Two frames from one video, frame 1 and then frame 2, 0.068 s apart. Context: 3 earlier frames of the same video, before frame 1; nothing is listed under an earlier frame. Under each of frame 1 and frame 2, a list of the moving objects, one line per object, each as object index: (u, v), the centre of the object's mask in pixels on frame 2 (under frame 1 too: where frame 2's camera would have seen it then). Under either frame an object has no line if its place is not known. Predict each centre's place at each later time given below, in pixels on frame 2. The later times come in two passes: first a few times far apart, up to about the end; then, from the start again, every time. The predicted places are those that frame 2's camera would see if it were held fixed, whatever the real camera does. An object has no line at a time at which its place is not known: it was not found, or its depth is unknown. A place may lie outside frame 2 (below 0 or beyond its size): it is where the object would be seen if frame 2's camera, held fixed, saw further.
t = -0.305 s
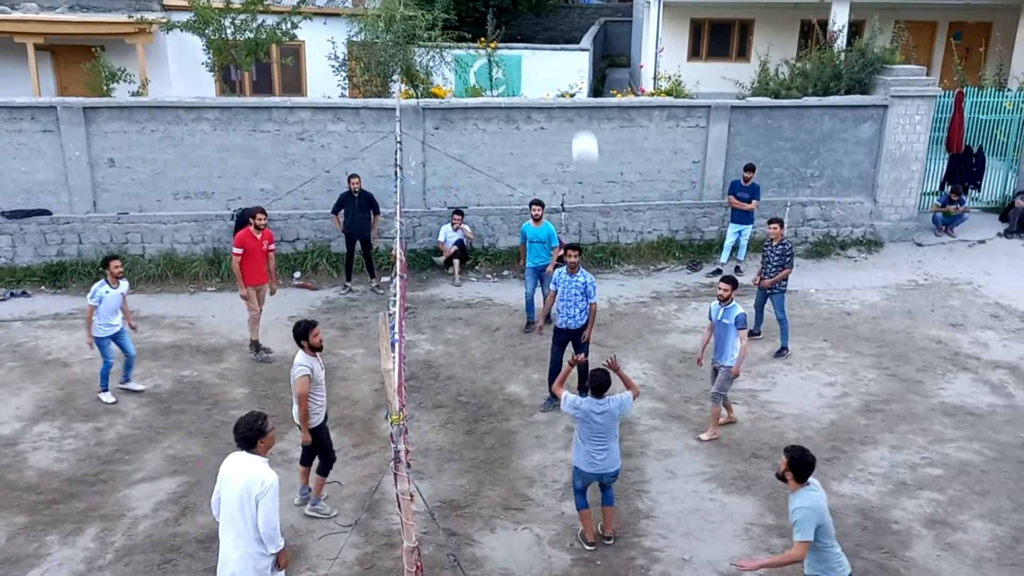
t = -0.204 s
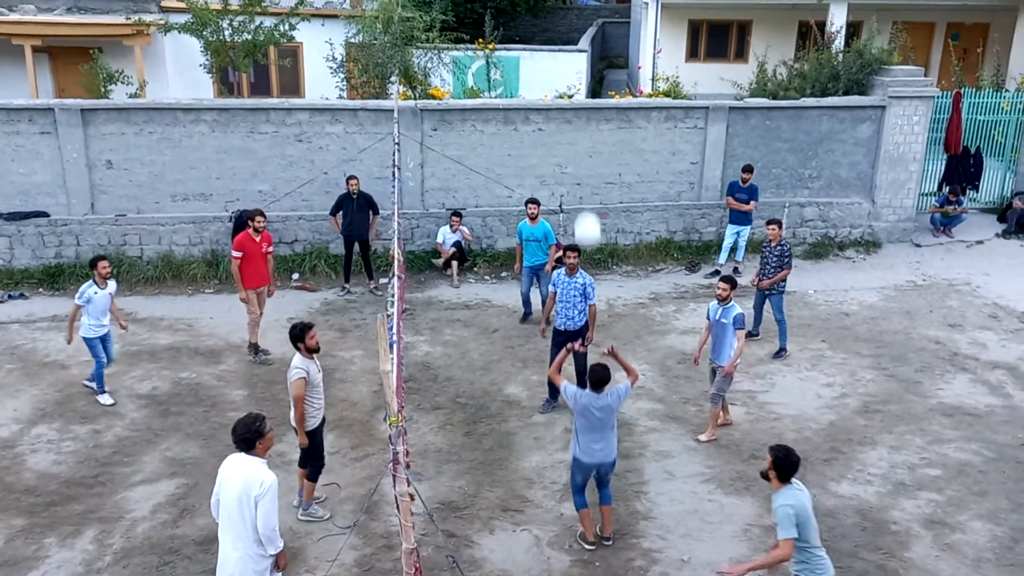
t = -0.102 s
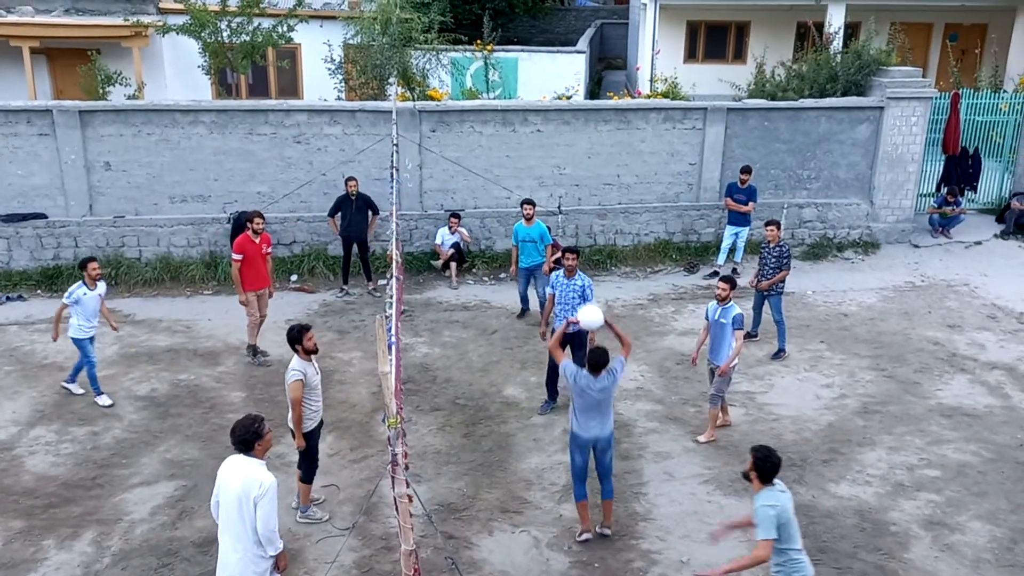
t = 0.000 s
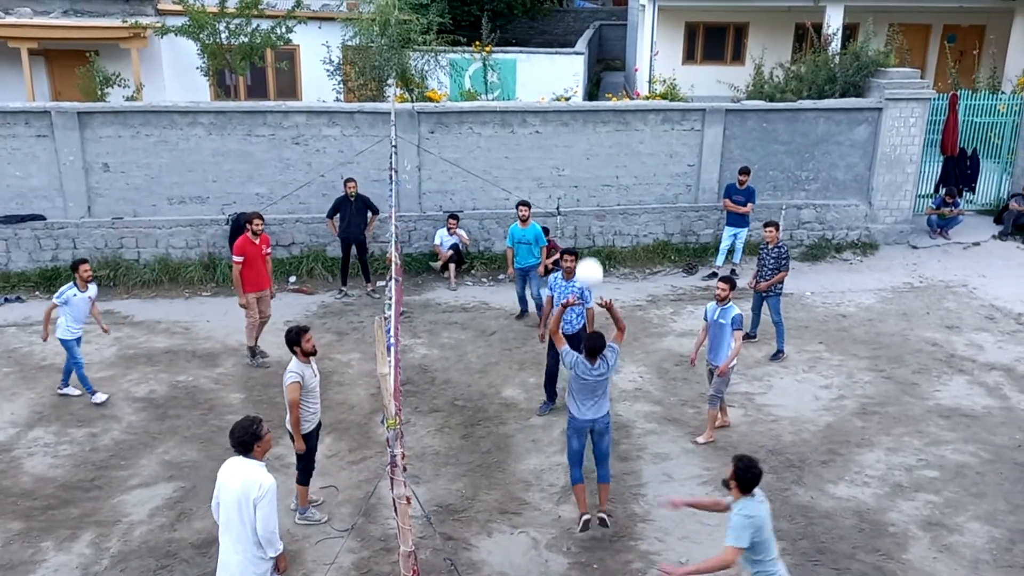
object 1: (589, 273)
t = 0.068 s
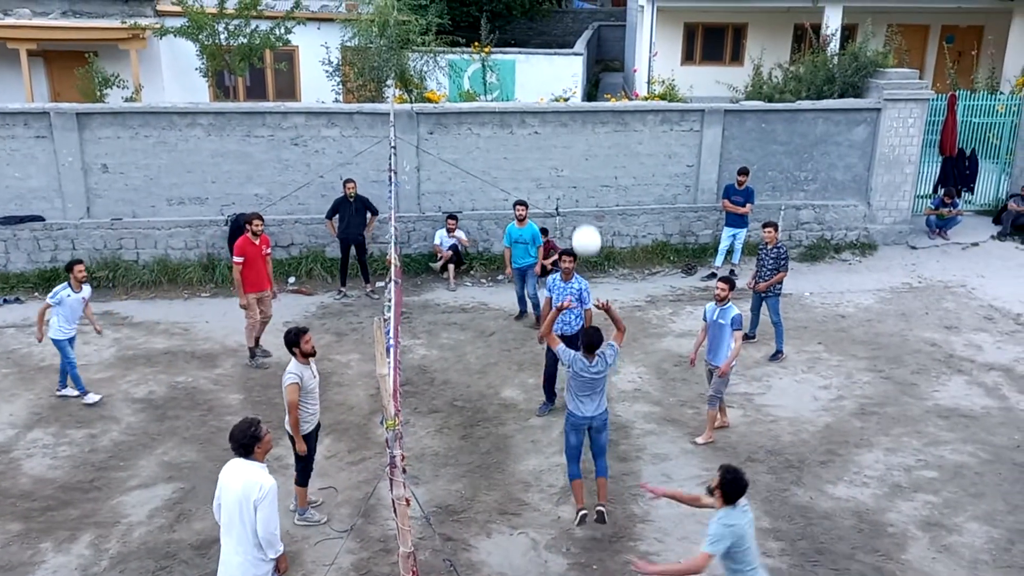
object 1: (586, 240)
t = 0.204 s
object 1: (581, 184)
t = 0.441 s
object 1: (566, 138)
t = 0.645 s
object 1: (548, 161)
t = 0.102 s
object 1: (585, 225)
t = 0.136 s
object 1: (584, 210)
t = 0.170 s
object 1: (583, 197)
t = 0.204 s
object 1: (581, 184)
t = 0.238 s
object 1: (579, 173)
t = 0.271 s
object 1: (578, 164)
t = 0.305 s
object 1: (575, 156)
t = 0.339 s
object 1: (573, 149)
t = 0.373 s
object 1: (571, 144)
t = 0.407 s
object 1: (569, 140)
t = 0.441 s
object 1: (566, 138)
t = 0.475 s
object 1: (564, 137)
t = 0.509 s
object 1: (561, 138)
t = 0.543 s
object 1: (558, 141)
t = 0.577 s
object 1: (554, 146)
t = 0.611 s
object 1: (551, 152)
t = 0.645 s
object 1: (548, 161)
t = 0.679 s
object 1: (545, 171)
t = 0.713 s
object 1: (541, 183)
